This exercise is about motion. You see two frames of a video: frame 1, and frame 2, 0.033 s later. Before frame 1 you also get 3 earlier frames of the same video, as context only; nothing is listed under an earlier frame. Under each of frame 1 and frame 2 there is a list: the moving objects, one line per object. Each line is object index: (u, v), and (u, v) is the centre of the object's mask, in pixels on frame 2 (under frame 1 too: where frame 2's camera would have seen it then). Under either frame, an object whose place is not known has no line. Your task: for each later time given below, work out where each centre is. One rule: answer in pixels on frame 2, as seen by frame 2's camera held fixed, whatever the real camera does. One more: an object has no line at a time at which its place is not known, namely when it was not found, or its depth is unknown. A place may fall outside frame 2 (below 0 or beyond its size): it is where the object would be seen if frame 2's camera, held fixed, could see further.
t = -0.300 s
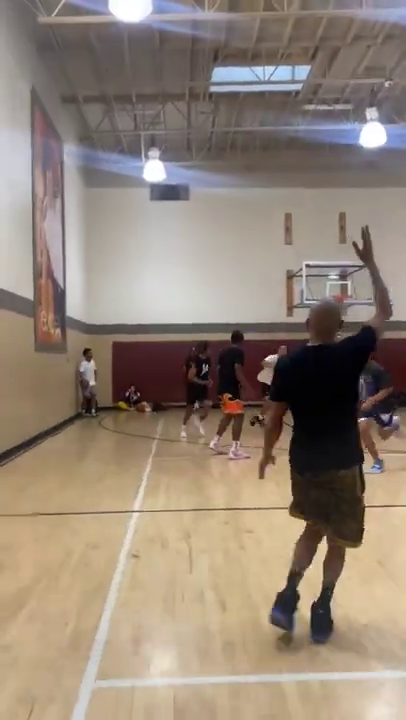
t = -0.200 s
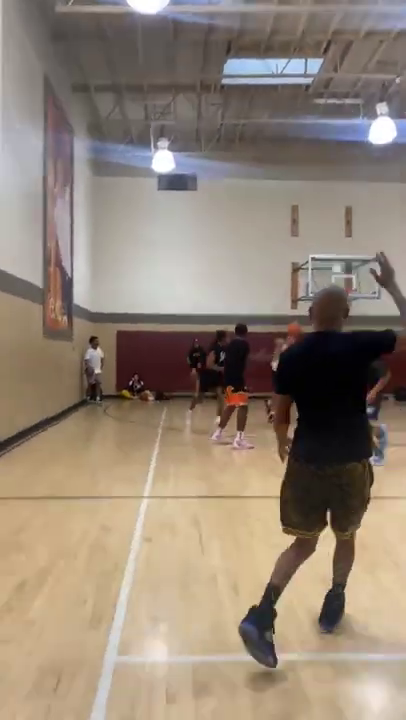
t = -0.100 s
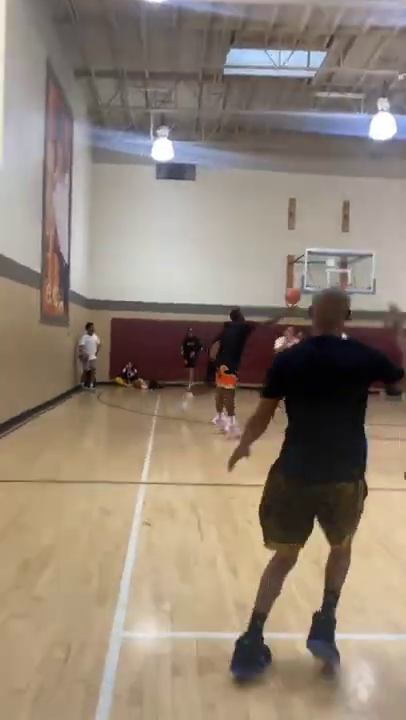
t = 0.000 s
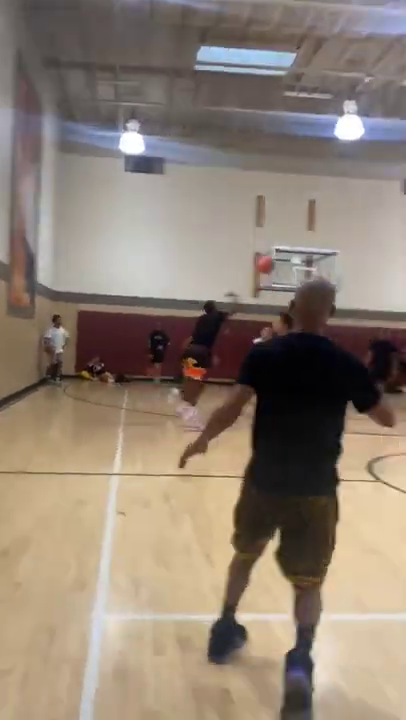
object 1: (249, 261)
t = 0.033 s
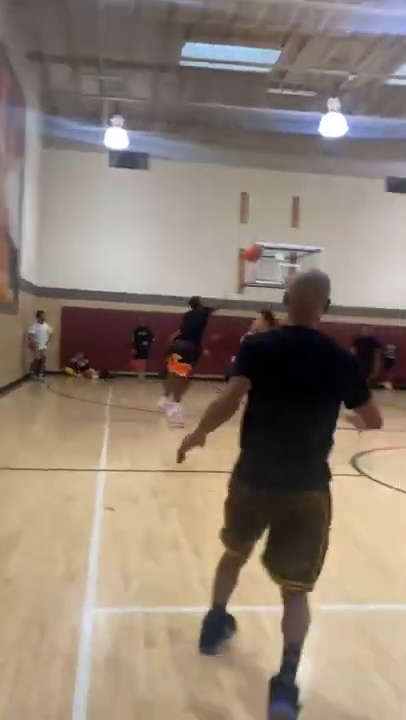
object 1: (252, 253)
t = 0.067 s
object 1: (256, 244)
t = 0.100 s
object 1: (259, 236)
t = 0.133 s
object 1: (263, 228)
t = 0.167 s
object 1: (267, 220)
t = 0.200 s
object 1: (271, 213)
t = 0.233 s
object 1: (274, 206)
